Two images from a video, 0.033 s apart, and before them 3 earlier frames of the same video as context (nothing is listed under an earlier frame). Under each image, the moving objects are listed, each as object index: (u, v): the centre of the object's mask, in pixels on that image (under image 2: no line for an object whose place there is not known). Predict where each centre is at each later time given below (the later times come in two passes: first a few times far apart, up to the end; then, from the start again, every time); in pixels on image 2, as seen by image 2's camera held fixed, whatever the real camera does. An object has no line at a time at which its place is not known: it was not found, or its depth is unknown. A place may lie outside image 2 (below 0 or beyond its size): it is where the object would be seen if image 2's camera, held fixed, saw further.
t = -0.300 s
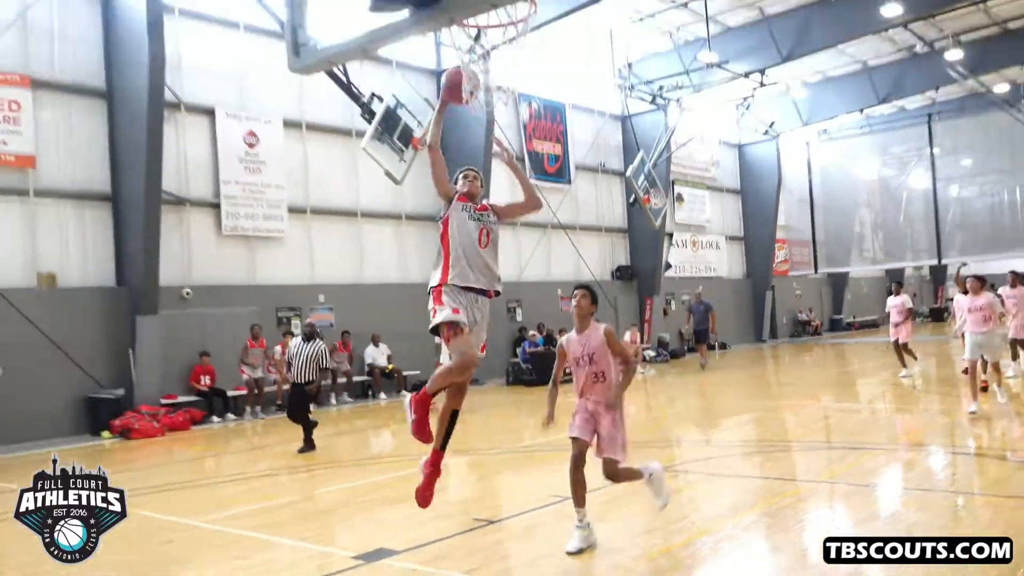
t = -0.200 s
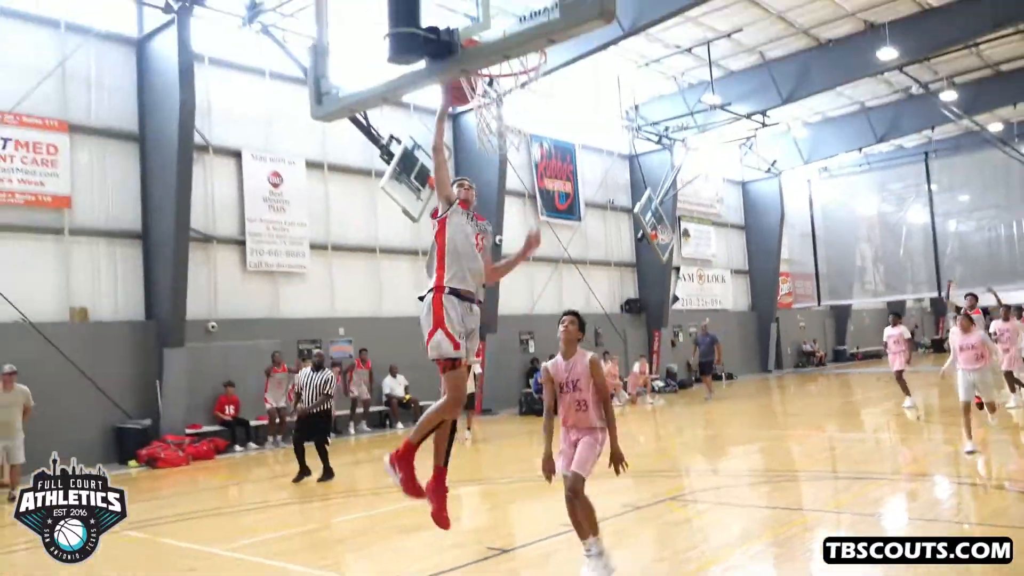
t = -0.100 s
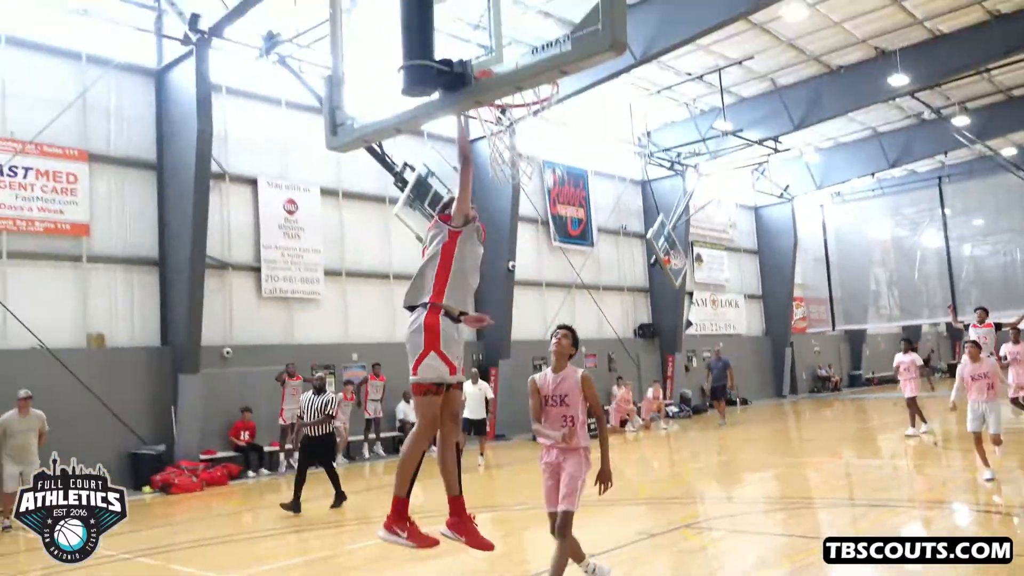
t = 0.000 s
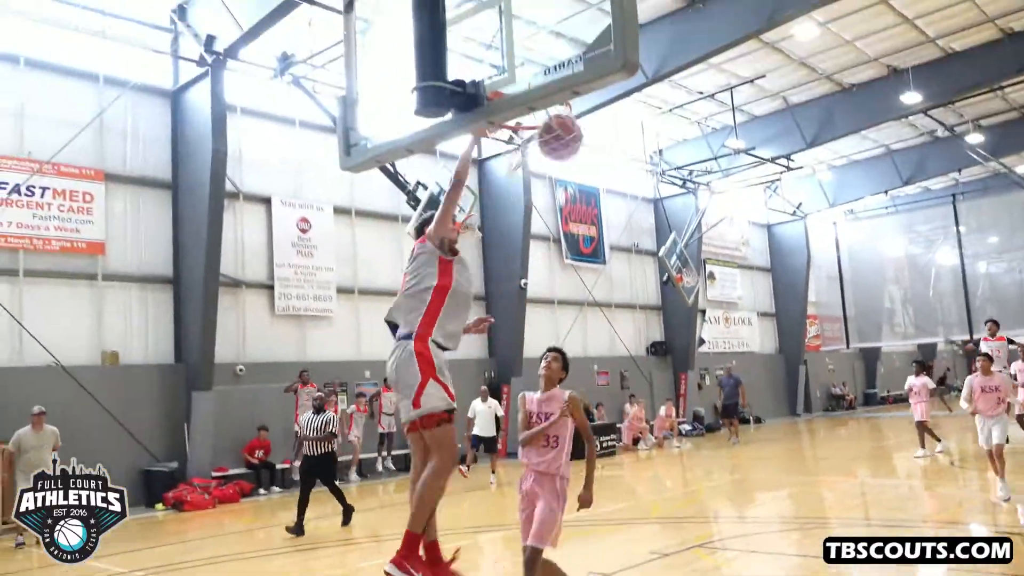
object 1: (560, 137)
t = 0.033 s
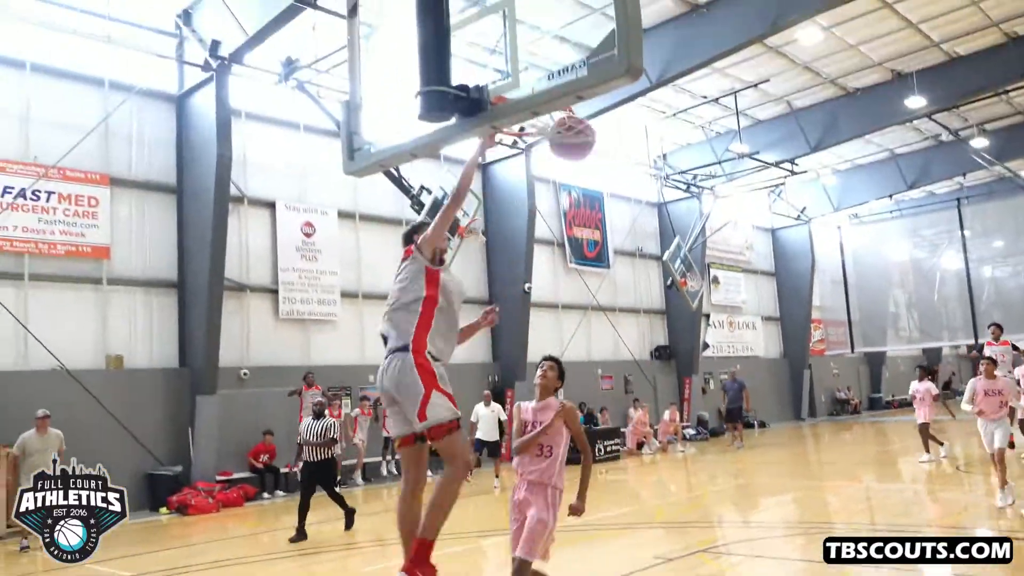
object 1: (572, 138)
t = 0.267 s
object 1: (593, 156)
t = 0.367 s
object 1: (610, 197)
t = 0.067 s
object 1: (573, 140)
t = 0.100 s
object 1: (571, 133)
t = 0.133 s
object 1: (574, 132)
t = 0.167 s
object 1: (578, 136)
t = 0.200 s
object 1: (583, 141)
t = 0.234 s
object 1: (588, 147)
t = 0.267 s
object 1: (593, 156)
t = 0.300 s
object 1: (598, 168)
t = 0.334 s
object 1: (604, 183)
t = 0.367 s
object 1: (610, 197)
